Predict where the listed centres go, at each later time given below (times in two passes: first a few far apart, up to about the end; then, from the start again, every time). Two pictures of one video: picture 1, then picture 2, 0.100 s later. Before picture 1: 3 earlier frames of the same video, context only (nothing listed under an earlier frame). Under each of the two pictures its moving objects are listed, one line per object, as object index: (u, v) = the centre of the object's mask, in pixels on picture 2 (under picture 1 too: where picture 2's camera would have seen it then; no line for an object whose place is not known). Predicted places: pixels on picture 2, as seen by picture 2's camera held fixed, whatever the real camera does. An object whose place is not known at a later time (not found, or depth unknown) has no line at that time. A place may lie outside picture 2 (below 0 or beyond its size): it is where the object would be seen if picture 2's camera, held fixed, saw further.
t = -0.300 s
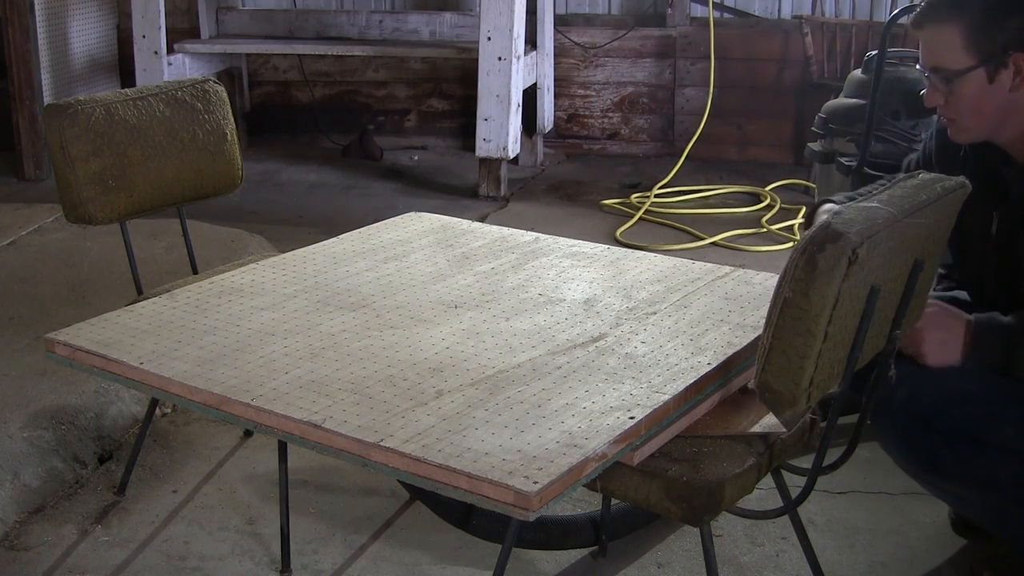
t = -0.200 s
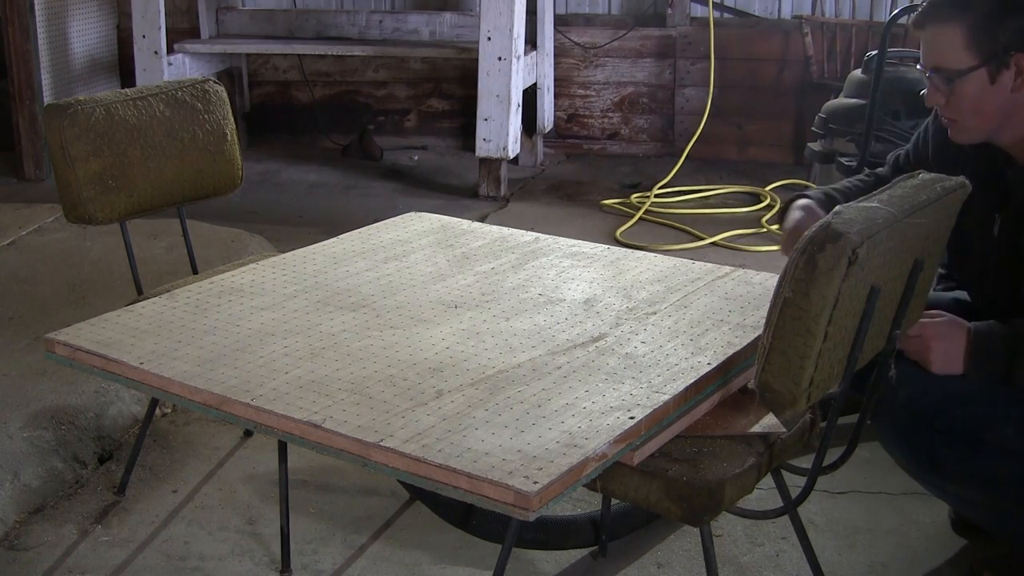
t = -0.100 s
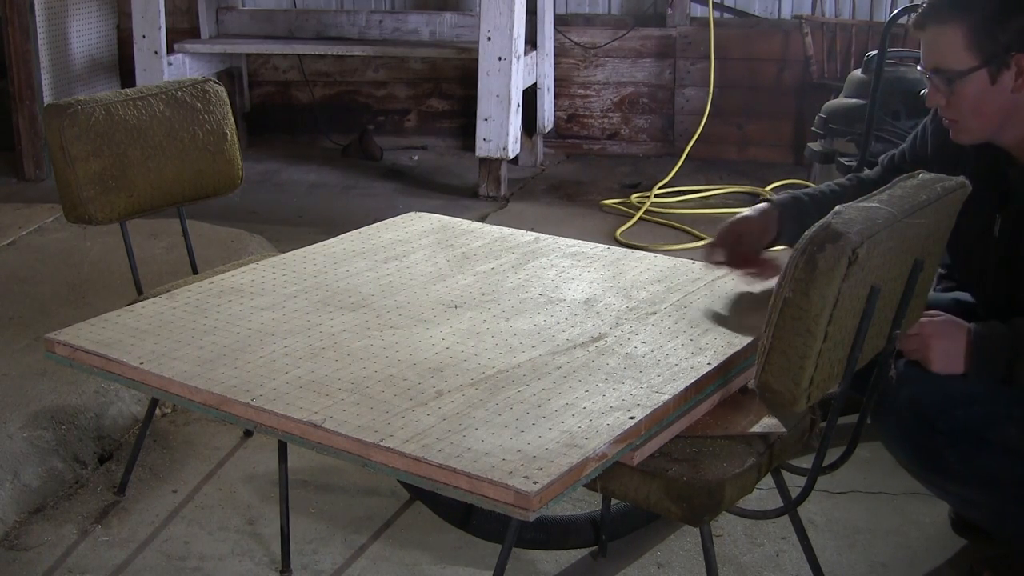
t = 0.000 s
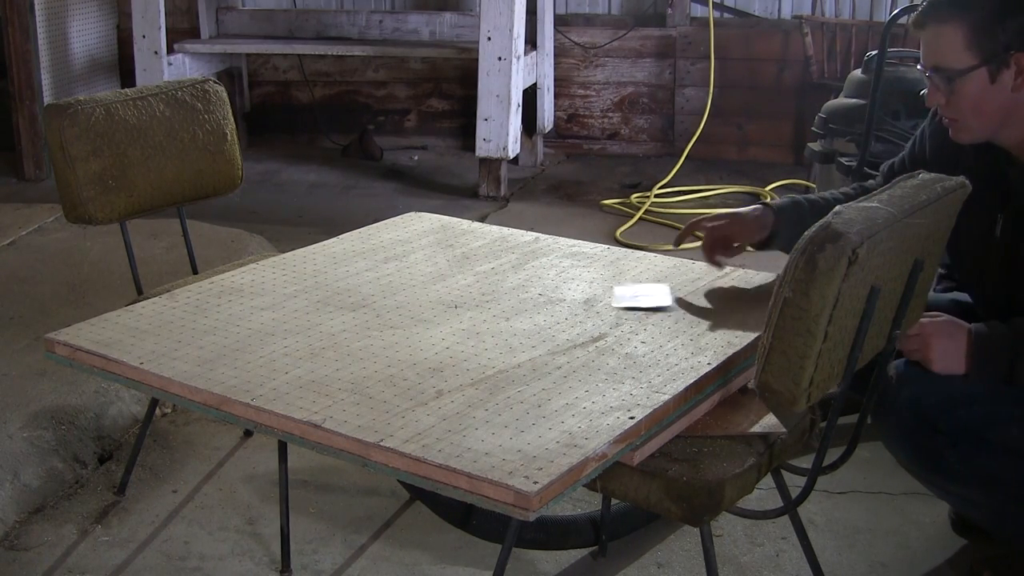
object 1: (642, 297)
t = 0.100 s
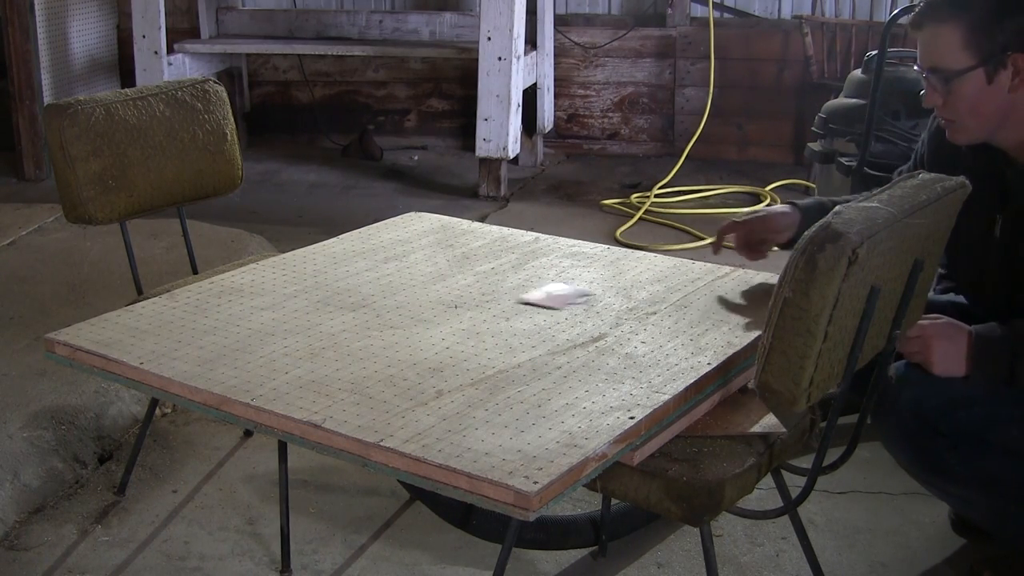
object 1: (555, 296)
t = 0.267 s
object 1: (424, 295)
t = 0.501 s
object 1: (265, 294)
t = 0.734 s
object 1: (154, 293)
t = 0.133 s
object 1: (528, 298)
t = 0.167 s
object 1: (500, 296)
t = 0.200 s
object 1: (473, 296)
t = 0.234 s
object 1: (449, 296)
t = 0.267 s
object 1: (424, 295)
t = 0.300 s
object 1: (400, 295)
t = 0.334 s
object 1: (375, 295)
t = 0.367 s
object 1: (352, 295)
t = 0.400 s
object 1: (327, 294)
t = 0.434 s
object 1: (305, 294)
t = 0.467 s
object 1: (285, 294)
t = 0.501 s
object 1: (265, 294)
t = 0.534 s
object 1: (244, 294)
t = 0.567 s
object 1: (225, 293)
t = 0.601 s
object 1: (207, 293)
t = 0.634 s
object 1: (191, 293)
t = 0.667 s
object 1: (176, 293)
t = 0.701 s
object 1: (163, 293)
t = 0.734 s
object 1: (154, 293)
